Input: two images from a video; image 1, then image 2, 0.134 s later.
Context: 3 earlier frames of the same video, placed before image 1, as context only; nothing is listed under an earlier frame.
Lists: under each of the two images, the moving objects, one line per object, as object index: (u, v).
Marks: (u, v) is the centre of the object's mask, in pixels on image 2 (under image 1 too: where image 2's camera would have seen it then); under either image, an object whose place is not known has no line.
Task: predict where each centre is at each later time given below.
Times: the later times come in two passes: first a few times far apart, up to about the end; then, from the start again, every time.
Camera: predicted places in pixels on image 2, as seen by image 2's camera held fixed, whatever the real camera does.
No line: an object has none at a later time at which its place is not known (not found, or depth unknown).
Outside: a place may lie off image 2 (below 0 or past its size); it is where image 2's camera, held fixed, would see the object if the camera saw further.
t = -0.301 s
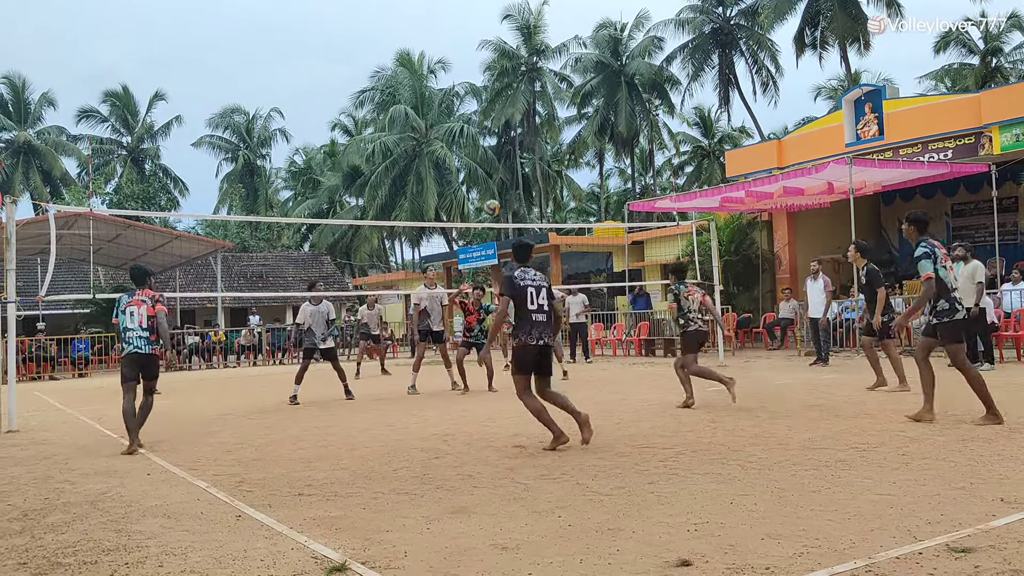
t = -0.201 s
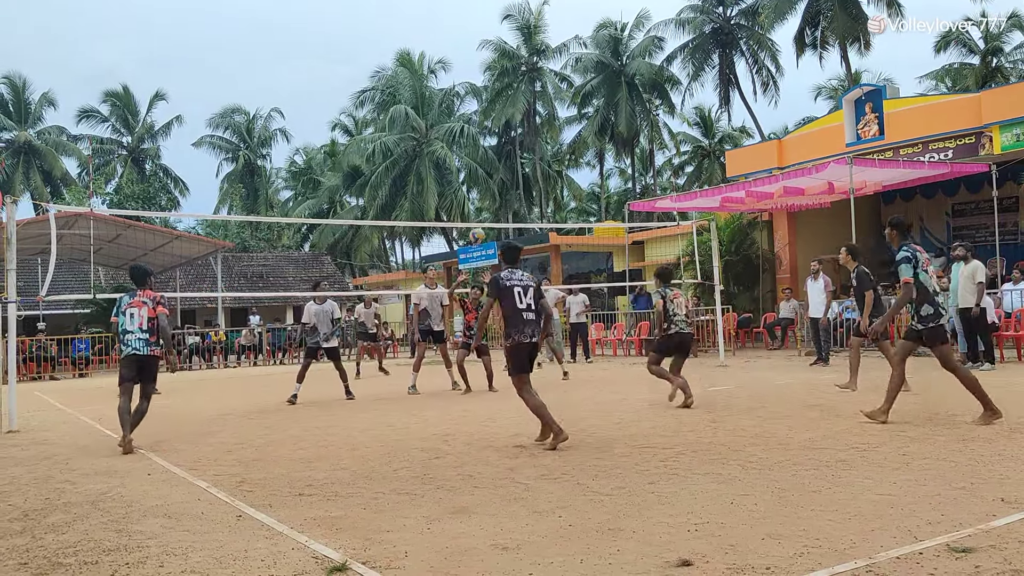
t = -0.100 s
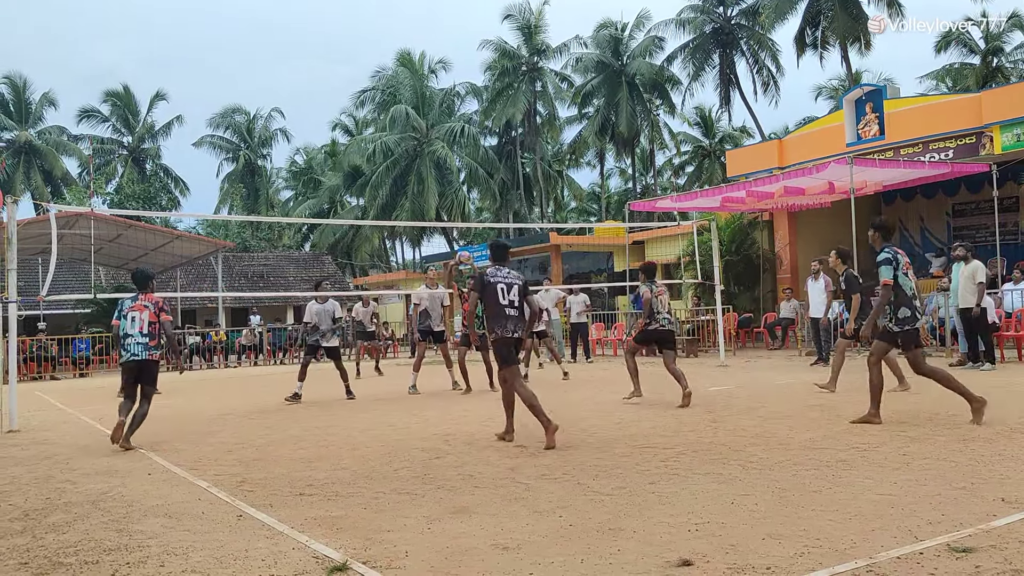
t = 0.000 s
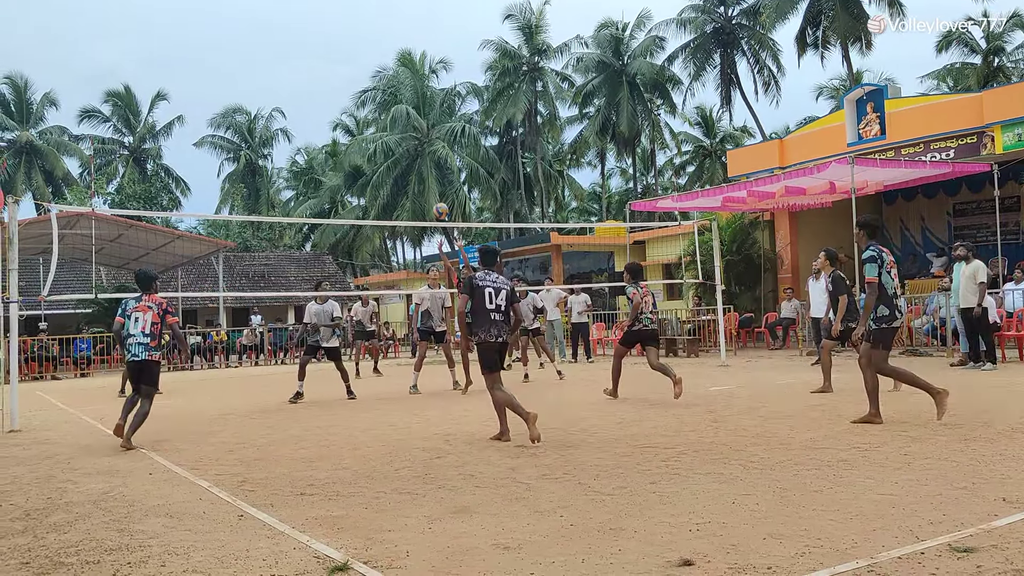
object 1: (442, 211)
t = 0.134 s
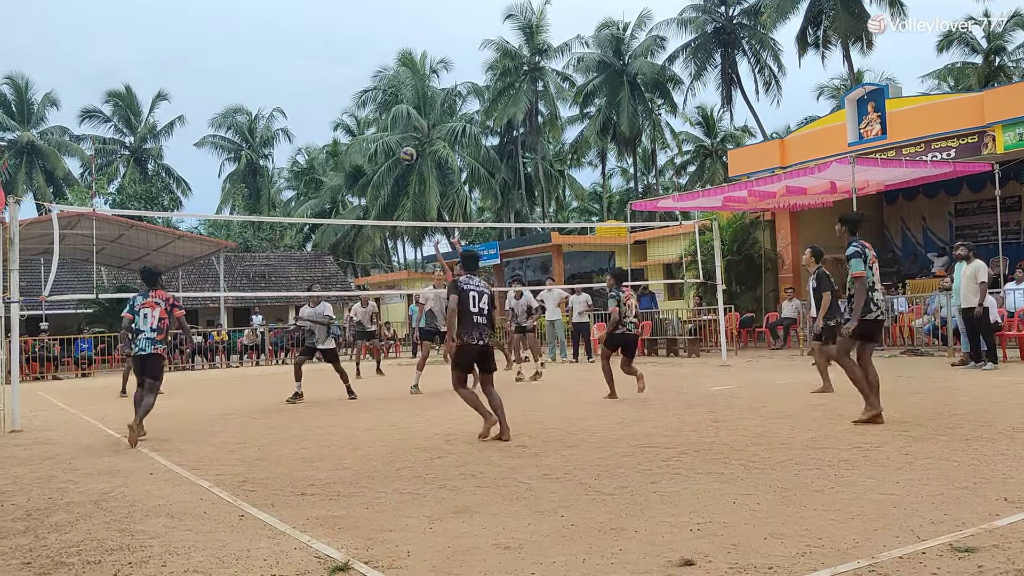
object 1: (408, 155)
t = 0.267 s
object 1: (376, 111)
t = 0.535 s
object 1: (313, 61)
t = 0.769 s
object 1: (259, 62)
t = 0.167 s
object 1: (400, 143)
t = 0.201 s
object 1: (391, 131)
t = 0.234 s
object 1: (383, 120)
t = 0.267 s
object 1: (376, 111)
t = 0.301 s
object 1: (368, 102)
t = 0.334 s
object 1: (359, 93)
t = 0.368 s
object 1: (352, 87)
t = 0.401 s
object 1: (345, 80)
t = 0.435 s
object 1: (337, 74)
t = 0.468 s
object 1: (329, 69)
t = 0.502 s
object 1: (321, 65)
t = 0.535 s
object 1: (313, 61)
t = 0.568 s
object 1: (306, 59)
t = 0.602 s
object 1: (298, 58)
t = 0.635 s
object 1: (290, 57)
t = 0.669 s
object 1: (282, 57)
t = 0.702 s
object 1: (274, 58)
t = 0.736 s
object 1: (266, 60)
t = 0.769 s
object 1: (259, 62)
